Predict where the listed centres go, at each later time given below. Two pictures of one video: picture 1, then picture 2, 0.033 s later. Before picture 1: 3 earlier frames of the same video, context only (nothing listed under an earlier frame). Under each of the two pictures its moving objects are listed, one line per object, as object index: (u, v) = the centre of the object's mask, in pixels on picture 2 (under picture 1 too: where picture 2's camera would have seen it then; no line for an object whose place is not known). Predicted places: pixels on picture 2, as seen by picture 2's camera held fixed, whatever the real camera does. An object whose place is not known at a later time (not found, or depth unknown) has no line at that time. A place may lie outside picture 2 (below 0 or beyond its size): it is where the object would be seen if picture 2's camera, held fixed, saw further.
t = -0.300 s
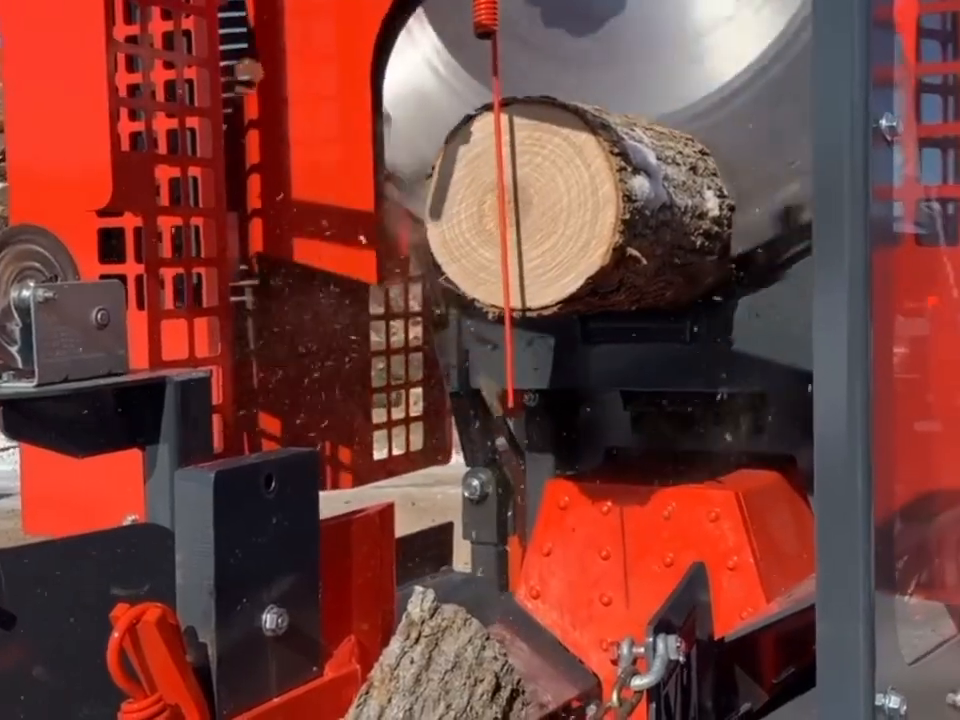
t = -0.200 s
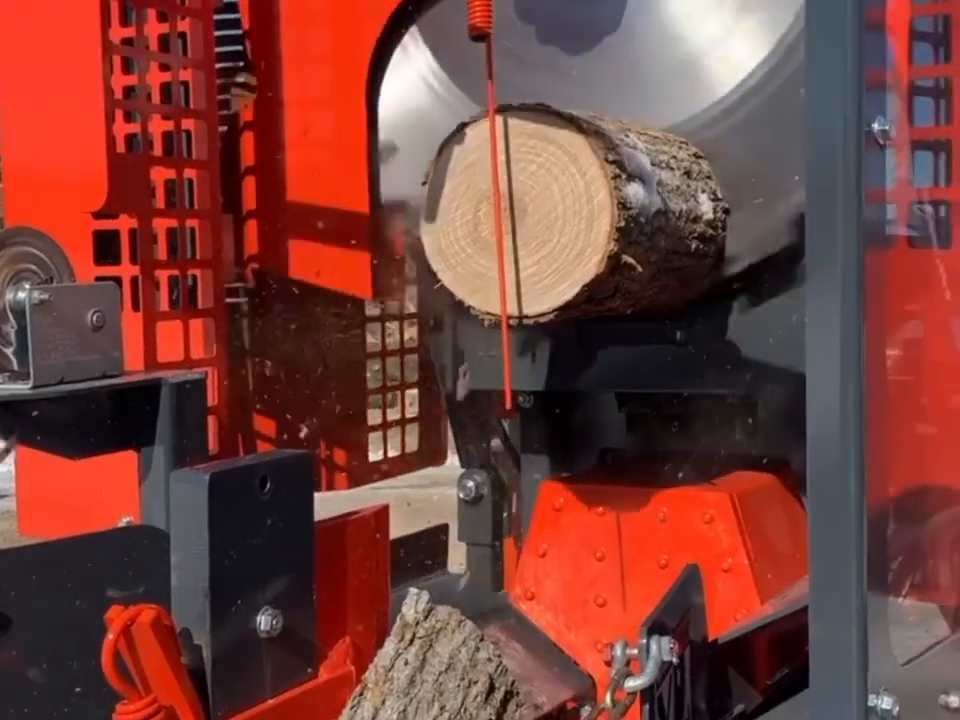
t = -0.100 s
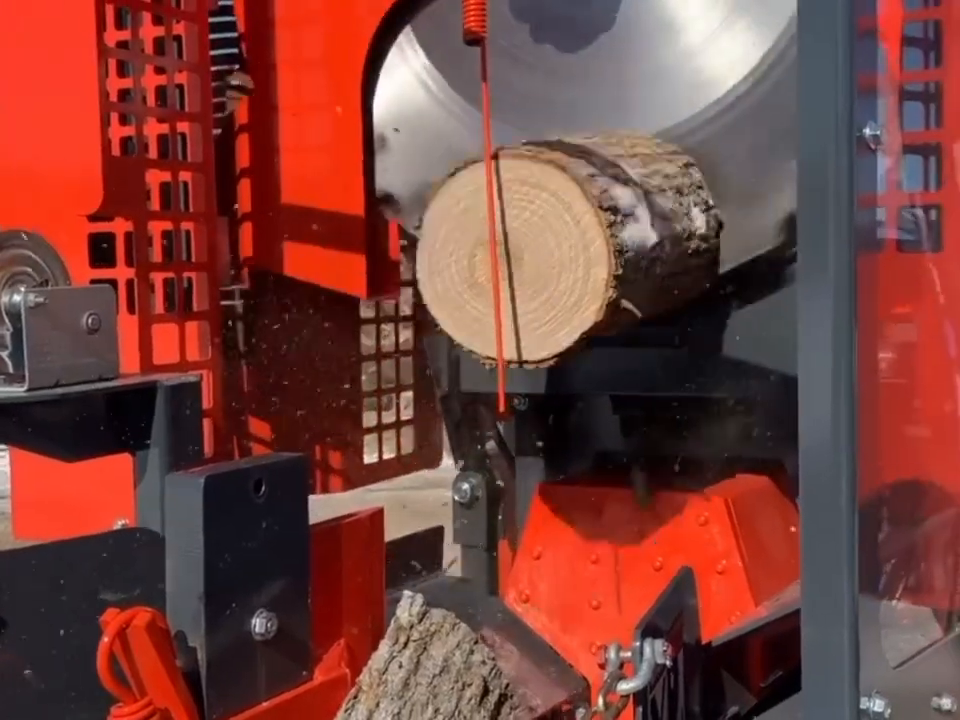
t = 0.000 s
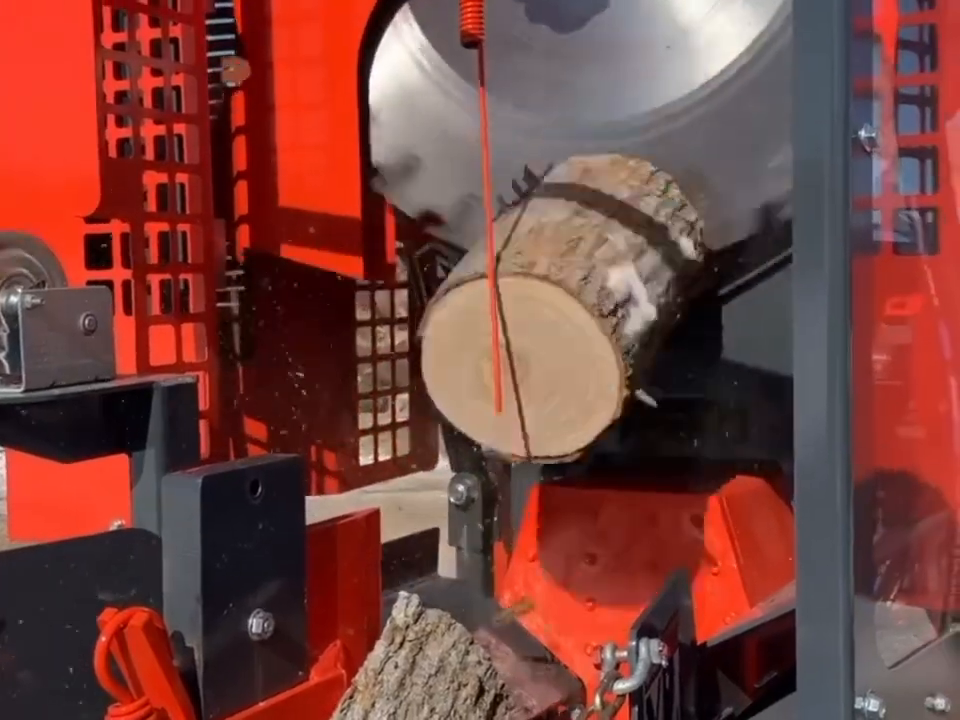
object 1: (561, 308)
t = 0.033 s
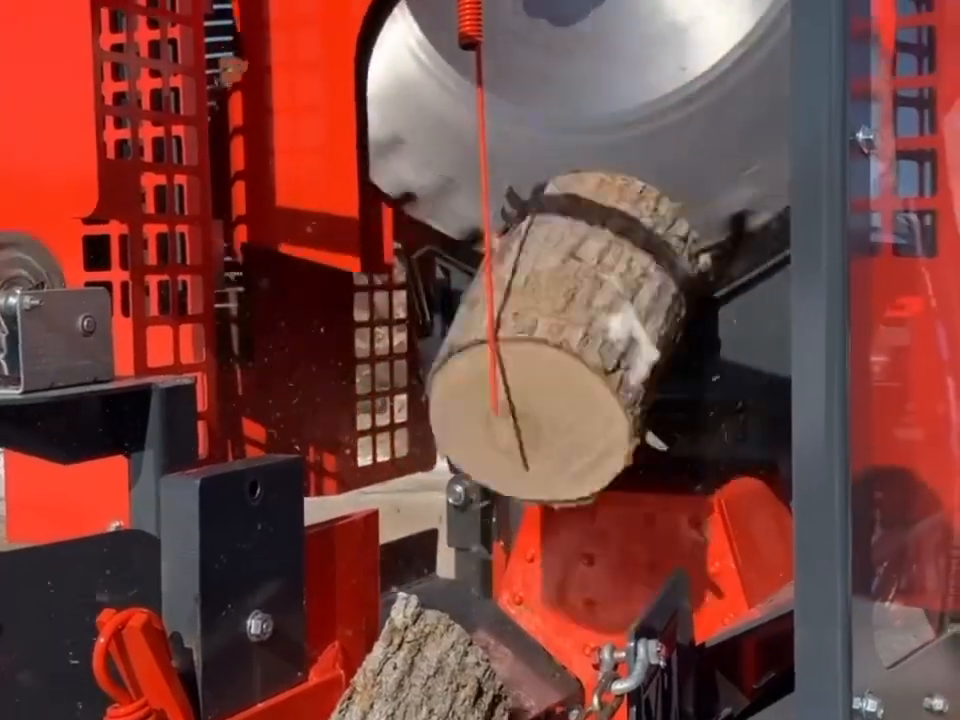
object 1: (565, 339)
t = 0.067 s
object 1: (569, 377)
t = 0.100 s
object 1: (576, 415)
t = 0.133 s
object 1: (583, 457)
